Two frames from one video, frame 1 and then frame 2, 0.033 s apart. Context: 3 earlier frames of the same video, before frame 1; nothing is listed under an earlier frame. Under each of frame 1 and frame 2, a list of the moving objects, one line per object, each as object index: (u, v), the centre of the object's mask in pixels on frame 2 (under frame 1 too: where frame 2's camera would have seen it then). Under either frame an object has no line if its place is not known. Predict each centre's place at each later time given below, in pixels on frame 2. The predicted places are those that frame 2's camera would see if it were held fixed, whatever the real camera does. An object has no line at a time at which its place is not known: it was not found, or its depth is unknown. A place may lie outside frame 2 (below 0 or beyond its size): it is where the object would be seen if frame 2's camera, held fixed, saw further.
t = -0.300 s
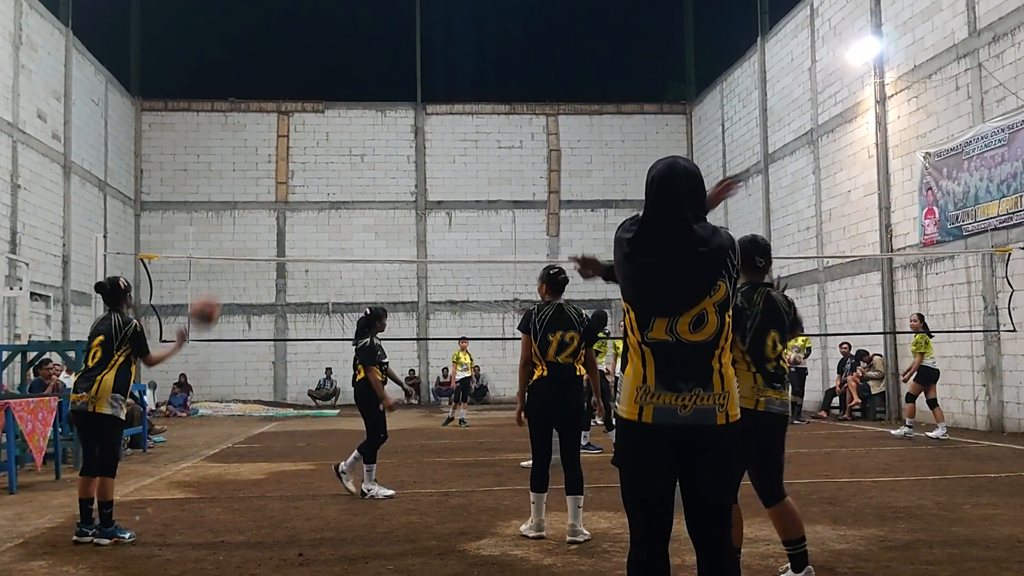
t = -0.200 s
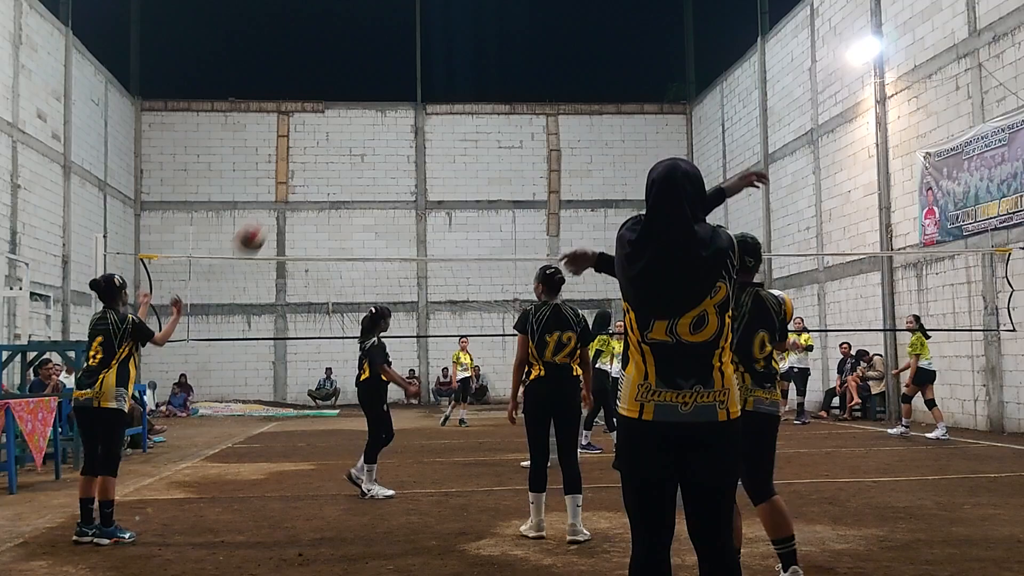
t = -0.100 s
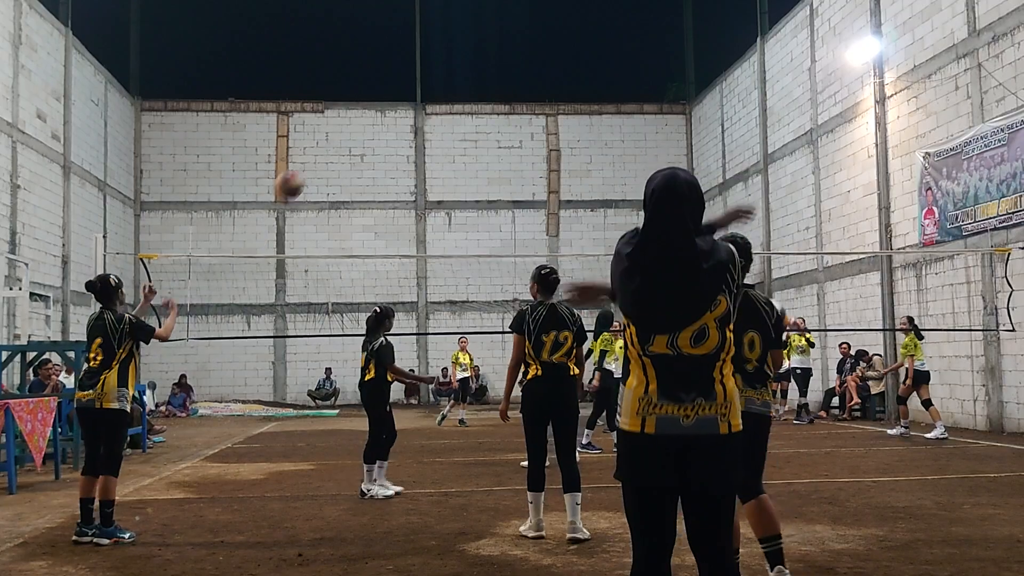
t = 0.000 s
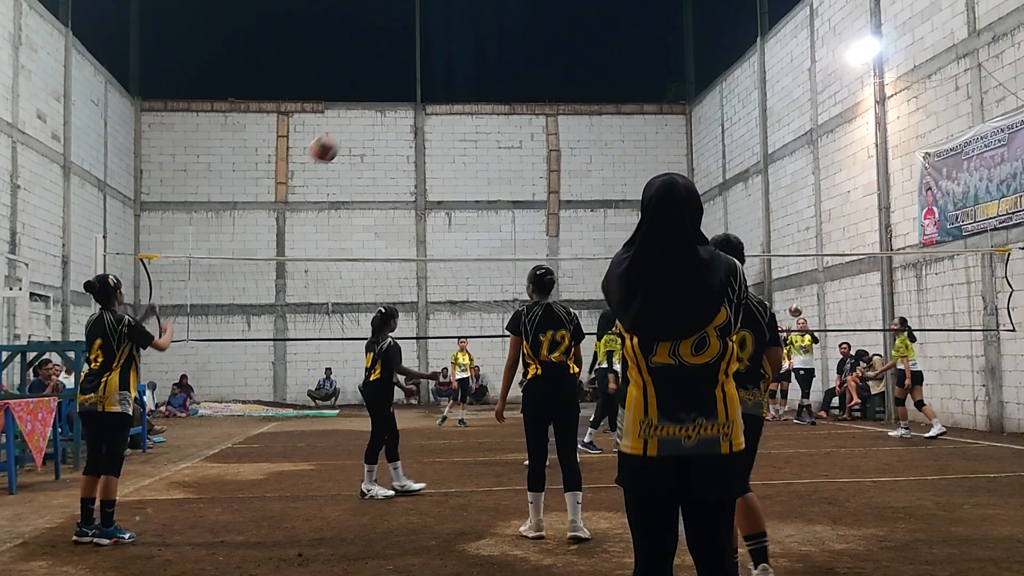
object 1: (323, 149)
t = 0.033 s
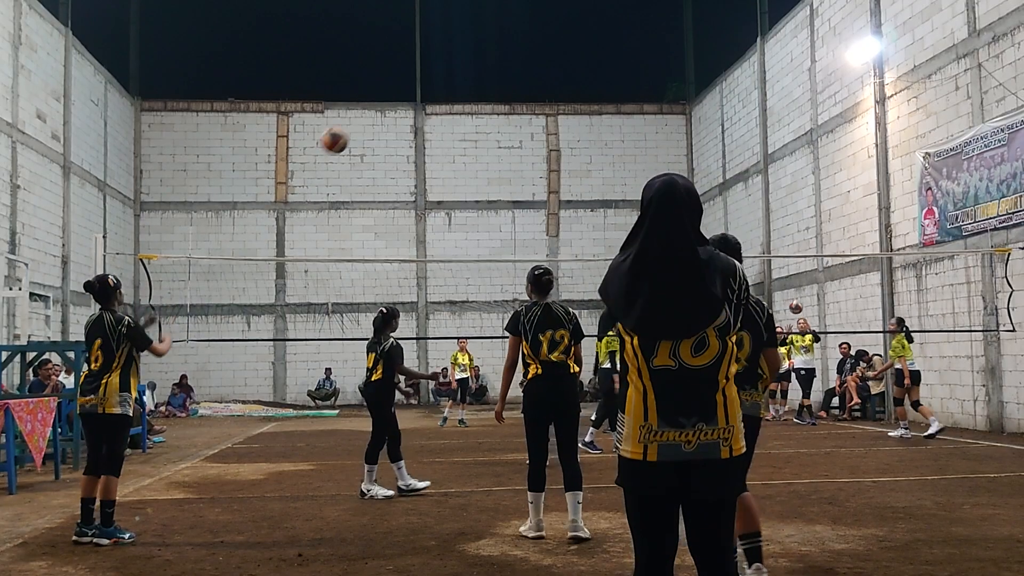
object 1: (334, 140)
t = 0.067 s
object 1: (343, 133)
